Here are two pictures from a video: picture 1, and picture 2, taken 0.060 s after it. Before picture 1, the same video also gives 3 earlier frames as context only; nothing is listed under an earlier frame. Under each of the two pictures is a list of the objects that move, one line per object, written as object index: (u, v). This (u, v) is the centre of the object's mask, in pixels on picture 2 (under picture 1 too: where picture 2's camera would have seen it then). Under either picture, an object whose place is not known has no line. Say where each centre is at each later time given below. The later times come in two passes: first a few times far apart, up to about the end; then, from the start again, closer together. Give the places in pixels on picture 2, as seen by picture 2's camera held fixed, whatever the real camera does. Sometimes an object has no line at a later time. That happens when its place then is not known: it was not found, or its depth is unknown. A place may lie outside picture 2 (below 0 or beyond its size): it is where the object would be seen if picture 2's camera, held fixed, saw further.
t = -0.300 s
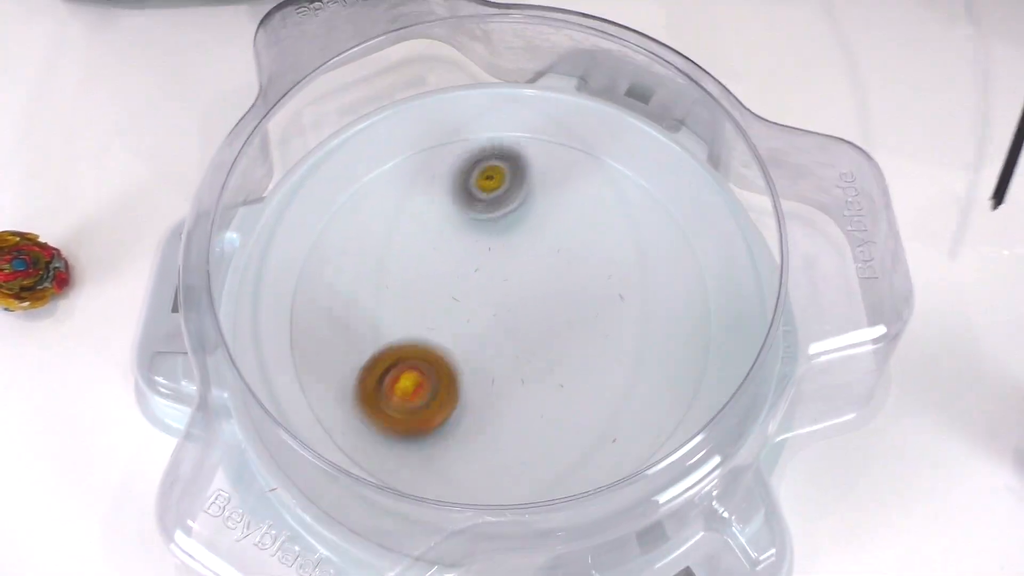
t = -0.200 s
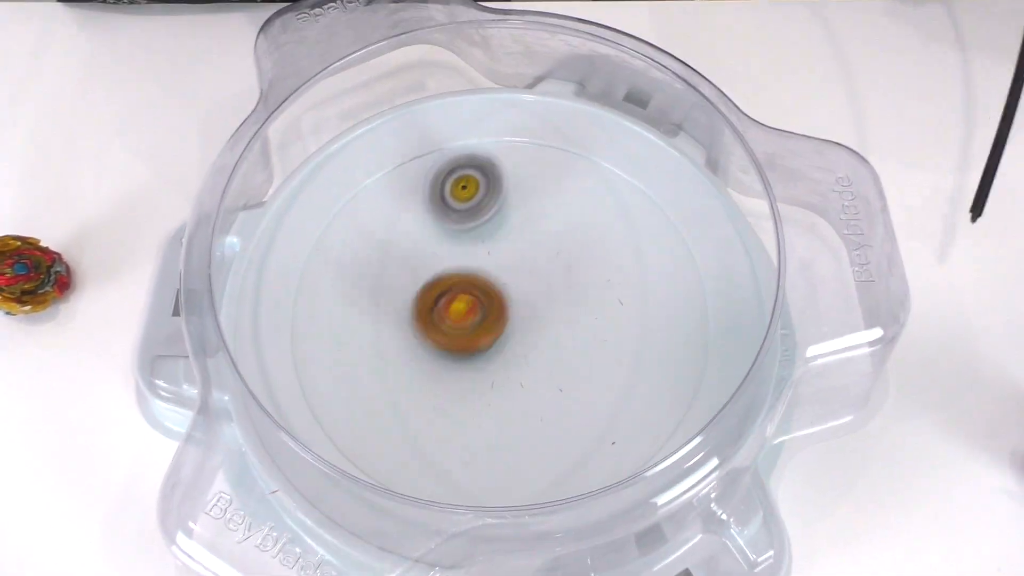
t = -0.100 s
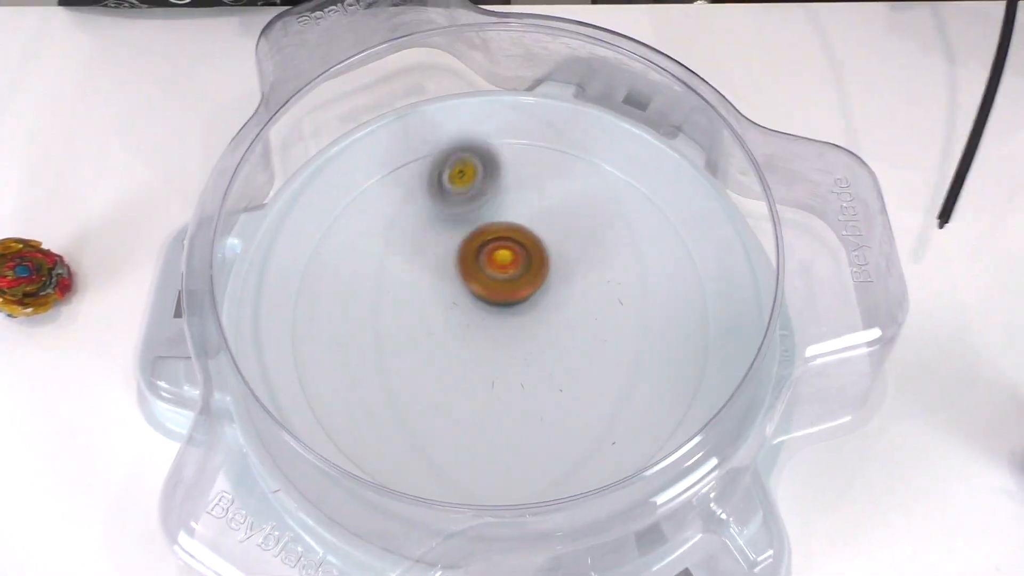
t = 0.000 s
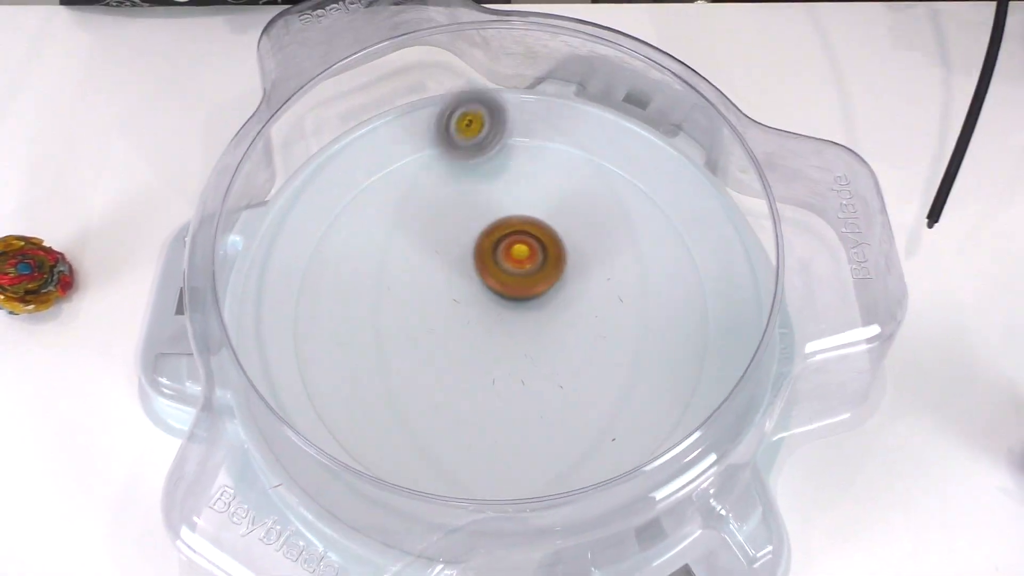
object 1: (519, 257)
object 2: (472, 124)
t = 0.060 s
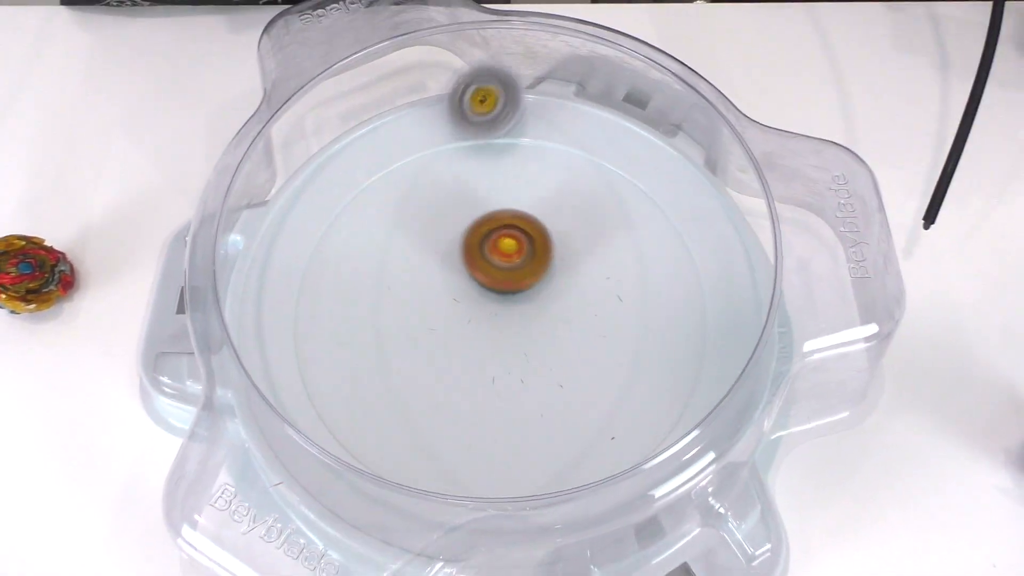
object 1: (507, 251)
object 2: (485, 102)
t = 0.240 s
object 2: (499, 108)
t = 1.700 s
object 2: (370, 375)
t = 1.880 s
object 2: (339, 371)
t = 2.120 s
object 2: (504, 385)
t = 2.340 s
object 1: (475, 355)
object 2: (488, 462)
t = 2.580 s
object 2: (430, 405)
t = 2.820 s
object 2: (503, 417)
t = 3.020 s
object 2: (450, 384)
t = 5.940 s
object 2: (345, 352)
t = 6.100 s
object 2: (332, 363)
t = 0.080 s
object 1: (500, 248)
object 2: (489, 90)
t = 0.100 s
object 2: (491, 90)
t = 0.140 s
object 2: (495, 98)
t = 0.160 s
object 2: (497, 100)
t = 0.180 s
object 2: (499, 106)
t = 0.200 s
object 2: (500, 106)
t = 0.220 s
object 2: (499, 107)
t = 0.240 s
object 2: (499, 108)
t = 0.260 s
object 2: (496, 105)
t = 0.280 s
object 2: (493, 105)
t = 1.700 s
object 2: (370, 375)
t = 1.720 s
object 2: (365, 382)
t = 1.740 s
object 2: (358, 387)
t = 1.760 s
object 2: (352, 390)
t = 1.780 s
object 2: (344, 392)
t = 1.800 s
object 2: (338, 390)
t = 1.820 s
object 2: (334, 385)
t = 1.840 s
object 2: (332, 383)
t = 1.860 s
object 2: (333, 378)
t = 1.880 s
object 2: (339, 371)
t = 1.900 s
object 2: (346, 363)
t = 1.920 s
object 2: (357, 359)
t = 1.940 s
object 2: (369, 352)
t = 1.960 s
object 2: (384, 350)
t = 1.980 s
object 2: (400, 349)
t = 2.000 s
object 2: (416, 350)
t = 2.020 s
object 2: (431, 351)
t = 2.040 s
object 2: (447, 355)
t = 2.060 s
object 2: (462, 360)
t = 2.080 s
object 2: (477, 367)
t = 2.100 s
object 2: (491, 376)
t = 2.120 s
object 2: (504, 385)
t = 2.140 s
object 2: (515, 395)
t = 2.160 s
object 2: (524, 409)
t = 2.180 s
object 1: (463, 282)
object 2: (531, 417)
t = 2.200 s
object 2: (535, 430)
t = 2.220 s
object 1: (459, 302)
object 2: (536, 441)
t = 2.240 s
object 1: (459, 313)
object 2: (534, 451)
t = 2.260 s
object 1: (460, 323)
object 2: (530, 459)
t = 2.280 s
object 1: (463, 333)
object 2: (524, 464)
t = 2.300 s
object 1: (466, 341)
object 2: (515, 467)
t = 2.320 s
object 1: (470, 348)
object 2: (501, 465)
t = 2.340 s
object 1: (475, 355)
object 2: (488, 462)
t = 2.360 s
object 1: (481, 361)
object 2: (479, 457)
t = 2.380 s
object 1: (491, 362)
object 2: (472, 457)
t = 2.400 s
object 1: (500, 358)
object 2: (465, 461)
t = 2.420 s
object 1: (510, 354)
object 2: (458, 461)
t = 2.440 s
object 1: (519, 351)
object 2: (449, 461)
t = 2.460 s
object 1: (526, 347)
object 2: (441, 459)
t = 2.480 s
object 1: (533, 343)
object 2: (433, 455)
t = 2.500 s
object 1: (539, 338)
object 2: (426, 448)
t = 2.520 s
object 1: (544, 332)
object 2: (422, 440)
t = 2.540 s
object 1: (547, 326)
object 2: (422, 427)
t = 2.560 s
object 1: (550, 319)
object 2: (425, 417)
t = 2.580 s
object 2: (430, 405)
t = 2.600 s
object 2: (437, 394)
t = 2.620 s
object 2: (447, 382)
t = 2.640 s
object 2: (459, 370)
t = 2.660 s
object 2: (473, 362)
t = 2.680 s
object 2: (487, 353)
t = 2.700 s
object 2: (495, 356)
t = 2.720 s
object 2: (498, 368)
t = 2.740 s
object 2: (502, 380)
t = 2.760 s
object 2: (505, 390)
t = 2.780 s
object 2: (507, 400)
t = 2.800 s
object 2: (506, 409)
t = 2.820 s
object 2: (503, 417)
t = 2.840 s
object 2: (496, 424)
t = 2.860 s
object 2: (488, 428)
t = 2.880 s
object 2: (479, 430)
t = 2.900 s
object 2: (469, 429)
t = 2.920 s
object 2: (461, 426)
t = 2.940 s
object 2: (454, 421)
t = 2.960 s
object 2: (450, 414)
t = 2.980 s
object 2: (448, 405)
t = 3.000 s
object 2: (448, 394)
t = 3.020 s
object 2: (450, 384)
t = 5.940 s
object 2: (345, 352)
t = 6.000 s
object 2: (344, 357)
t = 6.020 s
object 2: (342, 361)
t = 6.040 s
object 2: (338, 362)
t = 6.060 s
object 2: (335, 364)
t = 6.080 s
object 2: (333, 364)
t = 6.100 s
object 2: (332, 363)
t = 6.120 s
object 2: (332, 363)
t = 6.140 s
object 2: (335, 362)
